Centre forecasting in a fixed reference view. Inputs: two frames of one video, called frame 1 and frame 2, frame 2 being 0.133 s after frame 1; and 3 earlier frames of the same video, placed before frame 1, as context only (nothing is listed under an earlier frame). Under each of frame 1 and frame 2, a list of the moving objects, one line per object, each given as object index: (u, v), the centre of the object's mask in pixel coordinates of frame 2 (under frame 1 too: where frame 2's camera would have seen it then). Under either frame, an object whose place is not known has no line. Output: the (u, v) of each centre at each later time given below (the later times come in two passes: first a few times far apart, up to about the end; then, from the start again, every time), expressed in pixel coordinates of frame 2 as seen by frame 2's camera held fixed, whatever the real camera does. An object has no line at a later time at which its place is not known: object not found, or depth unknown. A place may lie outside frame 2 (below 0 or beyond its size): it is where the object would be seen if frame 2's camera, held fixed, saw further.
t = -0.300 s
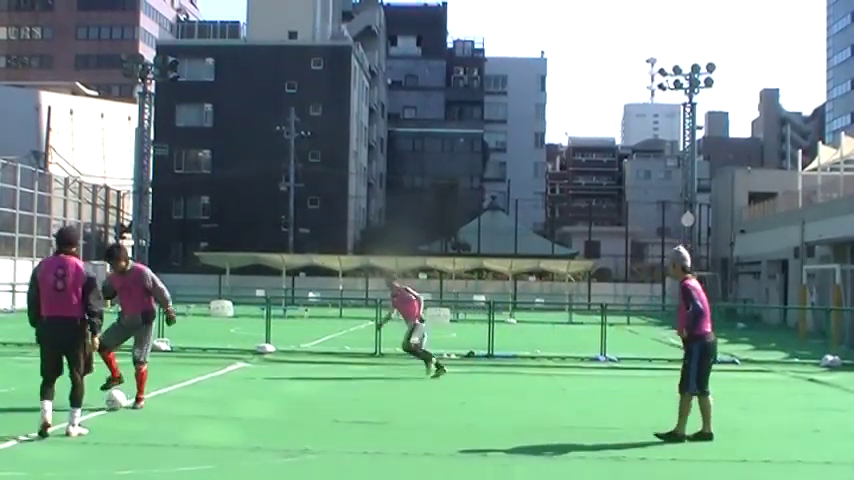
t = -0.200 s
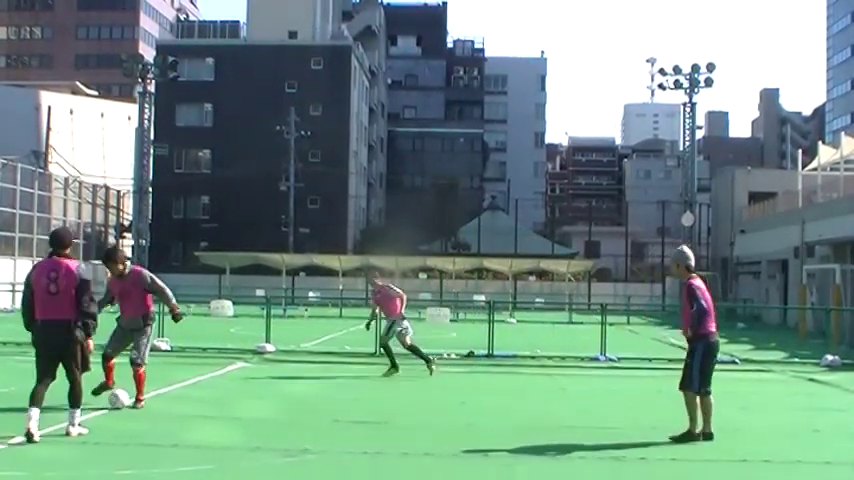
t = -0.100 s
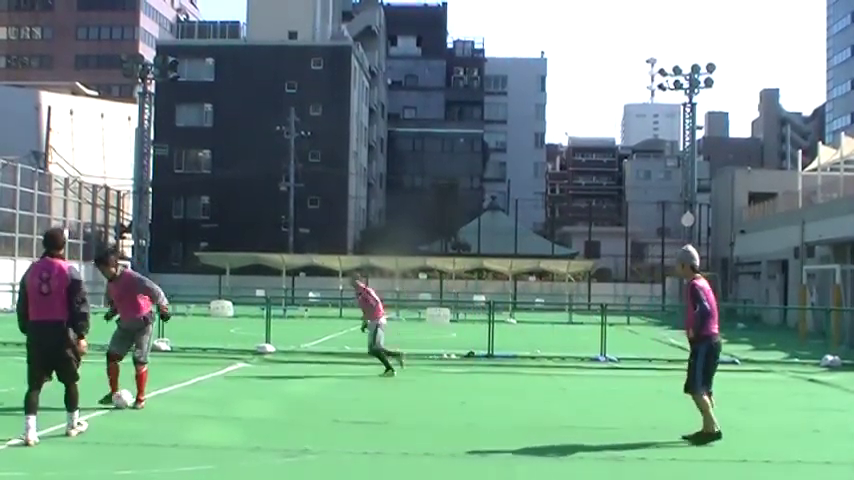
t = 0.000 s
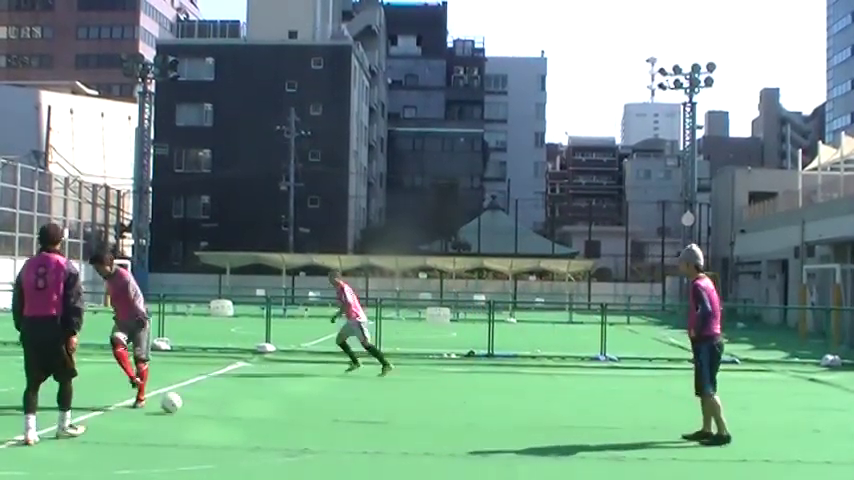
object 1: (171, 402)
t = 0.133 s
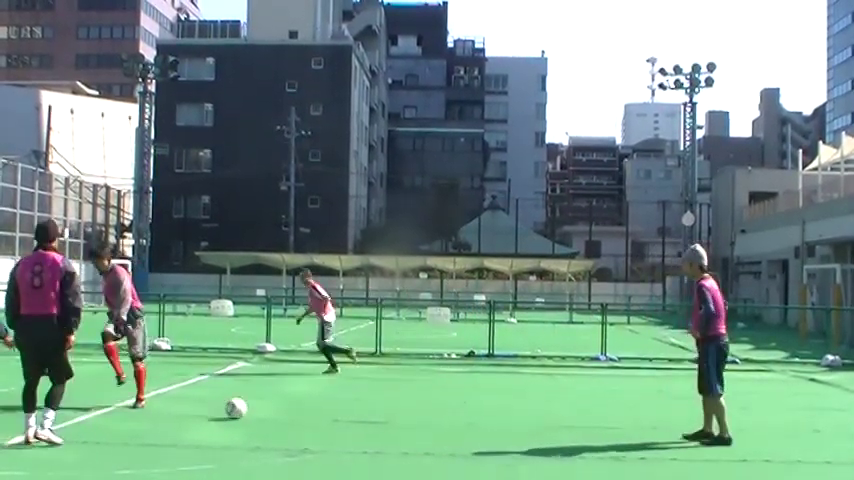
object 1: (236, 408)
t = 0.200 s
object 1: (269, 411)
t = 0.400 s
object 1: (361, 419)
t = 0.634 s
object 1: (456, 427)
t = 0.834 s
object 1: (538, 434)
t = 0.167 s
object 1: (253, 408)
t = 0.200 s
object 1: (269, 411)
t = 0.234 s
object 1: (284, 412)
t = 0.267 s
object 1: (300, 413)
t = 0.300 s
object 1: (316, 415)
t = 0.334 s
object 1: (331, 417)
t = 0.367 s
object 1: (345, 418)
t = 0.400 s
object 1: (361, 419)
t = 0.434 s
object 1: (374, 421)
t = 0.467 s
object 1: (388, 421)
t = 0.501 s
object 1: (402, 422)
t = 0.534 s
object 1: (416, 424)
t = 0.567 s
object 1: (429, 424)
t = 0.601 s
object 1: (442, 425)
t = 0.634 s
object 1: (456, 427)
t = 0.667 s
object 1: (471, 428)
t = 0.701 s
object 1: (485, 430)
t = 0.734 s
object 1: (499, 430)
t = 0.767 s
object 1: (513, 431)
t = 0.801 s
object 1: (527, 433)
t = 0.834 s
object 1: (538, 434)
